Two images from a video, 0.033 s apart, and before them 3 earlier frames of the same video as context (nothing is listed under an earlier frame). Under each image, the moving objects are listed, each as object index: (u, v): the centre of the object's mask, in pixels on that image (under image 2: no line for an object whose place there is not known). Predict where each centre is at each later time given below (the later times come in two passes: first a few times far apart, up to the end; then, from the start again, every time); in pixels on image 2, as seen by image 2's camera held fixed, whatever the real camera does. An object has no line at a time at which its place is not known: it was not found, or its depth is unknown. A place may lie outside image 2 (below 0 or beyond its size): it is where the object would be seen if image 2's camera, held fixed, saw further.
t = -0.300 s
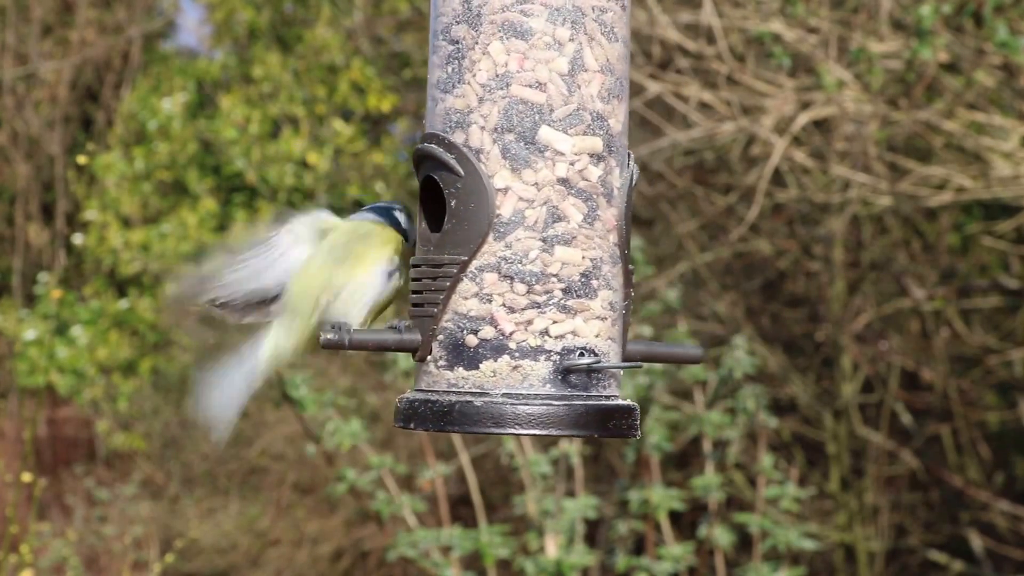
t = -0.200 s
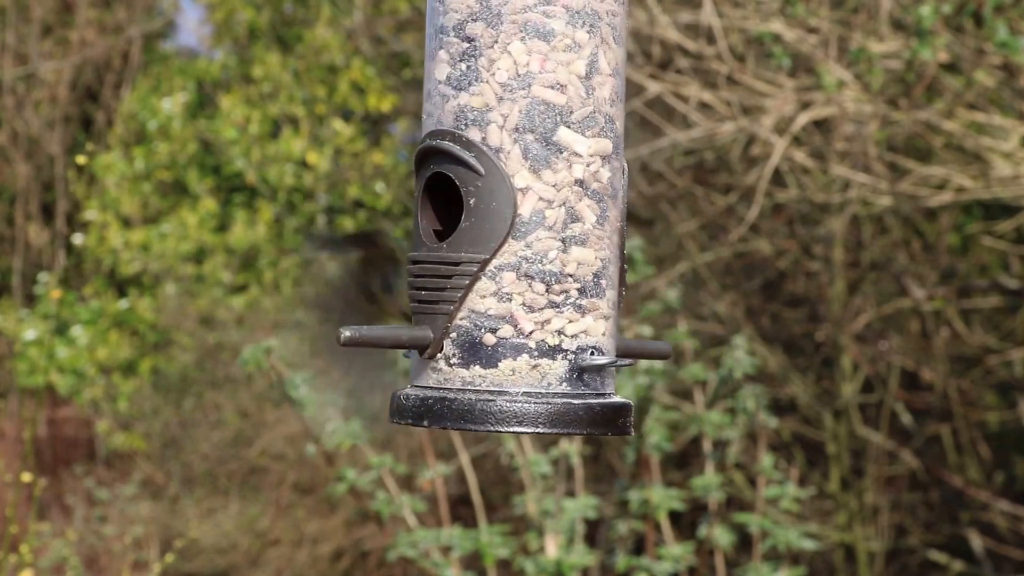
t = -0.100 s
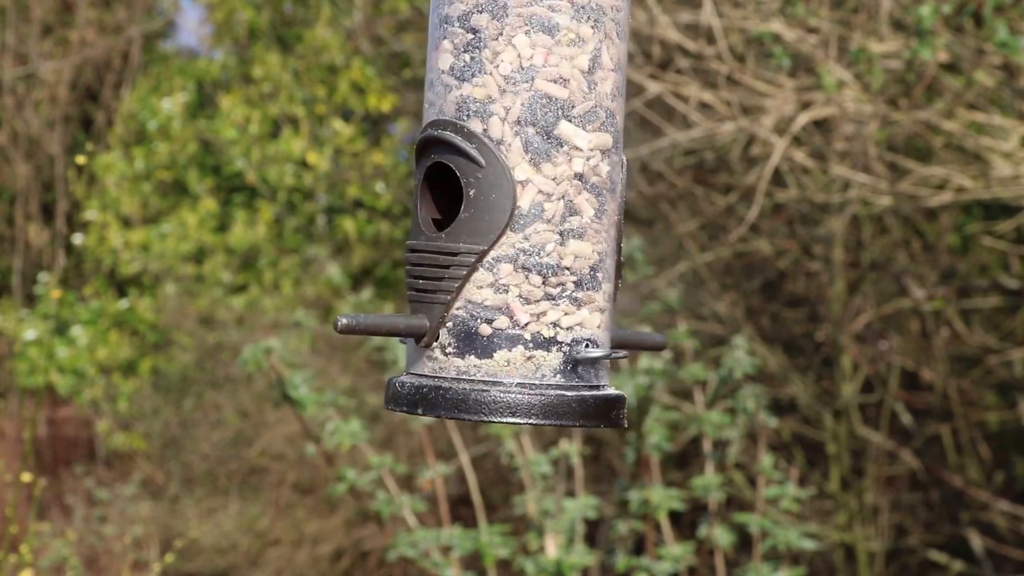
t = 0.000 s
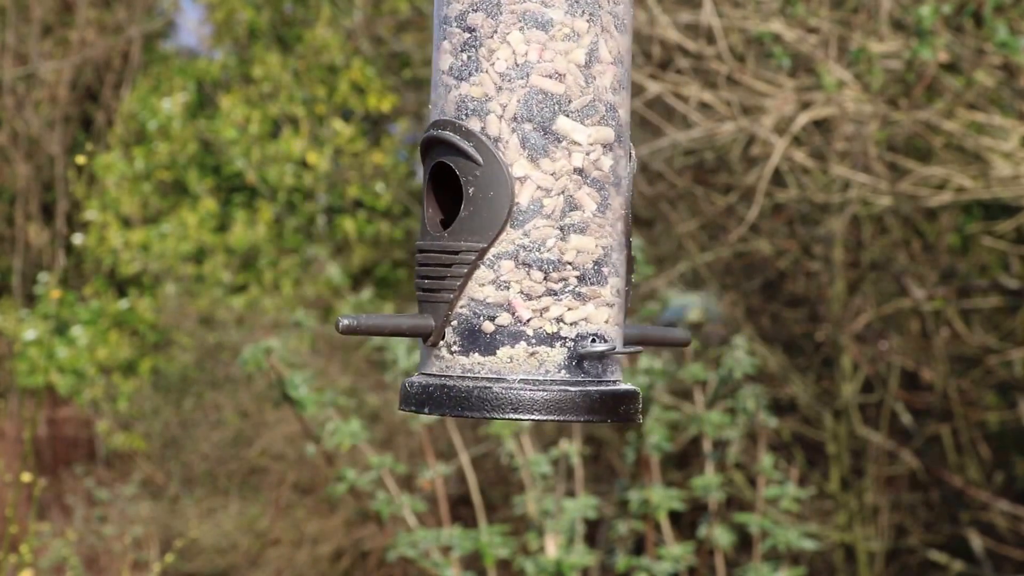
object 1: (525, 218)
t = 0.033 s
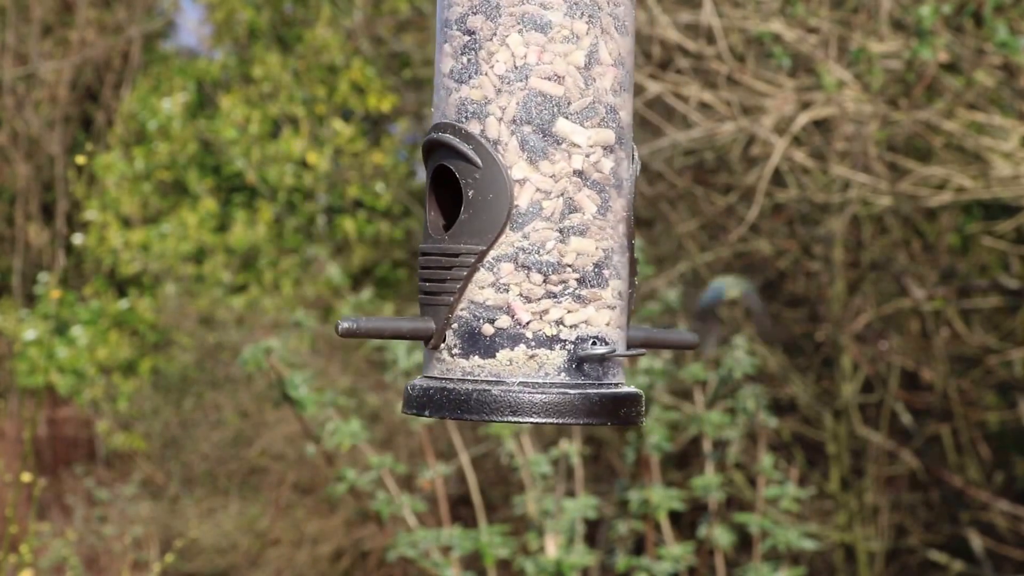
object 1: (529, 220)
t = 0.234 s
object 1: (551, 229)
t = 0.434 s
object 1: (564, 219)
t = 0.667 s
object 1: (551, 227)
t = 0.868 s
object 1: (548, 219)
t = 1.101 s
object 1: (553, 226)
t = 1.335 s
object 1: (553, 221)
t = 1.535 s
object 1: (549, 223)
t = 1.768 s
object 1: (547, 223)
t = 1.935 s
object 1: (550, 219)
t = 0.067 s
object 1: (532, 223)
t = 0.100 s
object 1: (535, 225)
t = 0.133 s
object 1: (539, 227)
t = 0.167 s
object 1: (543, 229)
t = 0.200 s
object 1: (548, 229)
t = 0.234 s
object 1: (551, 229)
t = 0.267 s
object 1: (554, 227)
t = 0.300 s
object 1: (557, 226)
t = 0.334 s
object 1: (559, 223)
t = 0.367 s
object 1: (561, 221)
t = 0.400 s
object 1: (563, 219)
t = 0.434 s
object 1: (564, 219)
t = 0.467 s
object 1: (564, 219)
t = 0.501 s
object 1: (563, 221)
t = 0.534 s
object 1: (560, 222)
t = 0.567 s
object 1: (558, 224)
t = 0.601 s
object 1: (556, 225)
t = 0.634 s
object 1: (553, 227)
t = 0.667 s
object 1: (551, 227)
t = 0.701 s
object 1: (549, 228)
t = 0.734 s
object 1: (548, 226)
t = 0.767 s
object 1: (548, 224)
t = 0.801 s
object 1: (546, 223)
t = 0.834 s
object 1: (548, 221)
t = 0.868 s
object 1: (548, 219)
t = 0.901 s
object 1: (549, 218)
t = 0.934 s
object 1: (549, 218)
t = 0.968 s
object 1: (551, 218)
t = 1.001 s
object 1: (551, 220)
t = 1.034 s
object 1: (552, 221)
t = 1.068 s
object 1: (552, 224)
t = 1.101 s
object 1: (553, 226)
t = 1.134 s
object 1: (554, 227)
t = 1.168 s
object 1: (553, 227)
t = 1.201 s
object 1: (553, 228)
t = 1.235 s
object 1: (553, 226)
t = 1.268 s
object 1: (554, 225)
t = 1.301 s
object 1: (553, 222)
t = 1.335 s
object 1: (553, 221)
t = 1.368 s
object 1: (551, 220)
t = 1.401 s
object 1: (551, 219)
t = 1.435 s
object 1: (551, 220)
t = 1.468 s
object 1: (551, 220)
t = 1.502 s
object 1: (550, 222)
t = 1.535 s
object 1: (549, 223)
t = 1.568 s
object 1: (549, 225)
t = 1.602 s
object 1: (547, 227)
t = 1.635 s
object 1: (548, 227)
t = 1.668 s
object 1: (548, 227)
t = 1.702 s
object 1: (547, 227)
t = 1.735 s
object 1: (548, 225)
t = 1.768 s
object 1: (547, 223)
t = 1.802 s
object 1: (548, 221)
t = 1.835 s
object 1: (548, 220)
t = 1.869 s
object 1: (549, 218)
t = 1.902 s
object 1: (550, 218)
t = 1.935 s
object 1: (550, 219)
